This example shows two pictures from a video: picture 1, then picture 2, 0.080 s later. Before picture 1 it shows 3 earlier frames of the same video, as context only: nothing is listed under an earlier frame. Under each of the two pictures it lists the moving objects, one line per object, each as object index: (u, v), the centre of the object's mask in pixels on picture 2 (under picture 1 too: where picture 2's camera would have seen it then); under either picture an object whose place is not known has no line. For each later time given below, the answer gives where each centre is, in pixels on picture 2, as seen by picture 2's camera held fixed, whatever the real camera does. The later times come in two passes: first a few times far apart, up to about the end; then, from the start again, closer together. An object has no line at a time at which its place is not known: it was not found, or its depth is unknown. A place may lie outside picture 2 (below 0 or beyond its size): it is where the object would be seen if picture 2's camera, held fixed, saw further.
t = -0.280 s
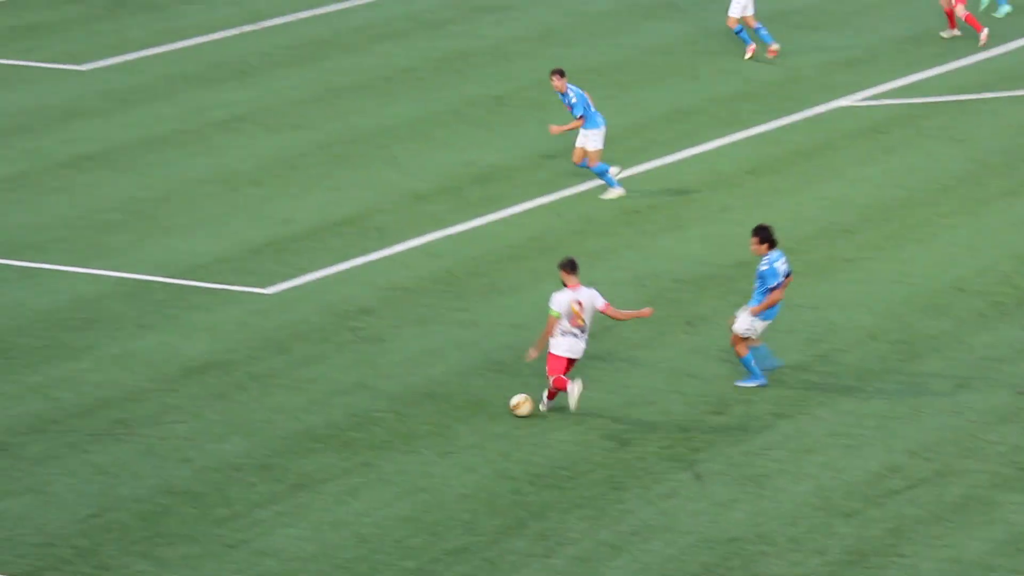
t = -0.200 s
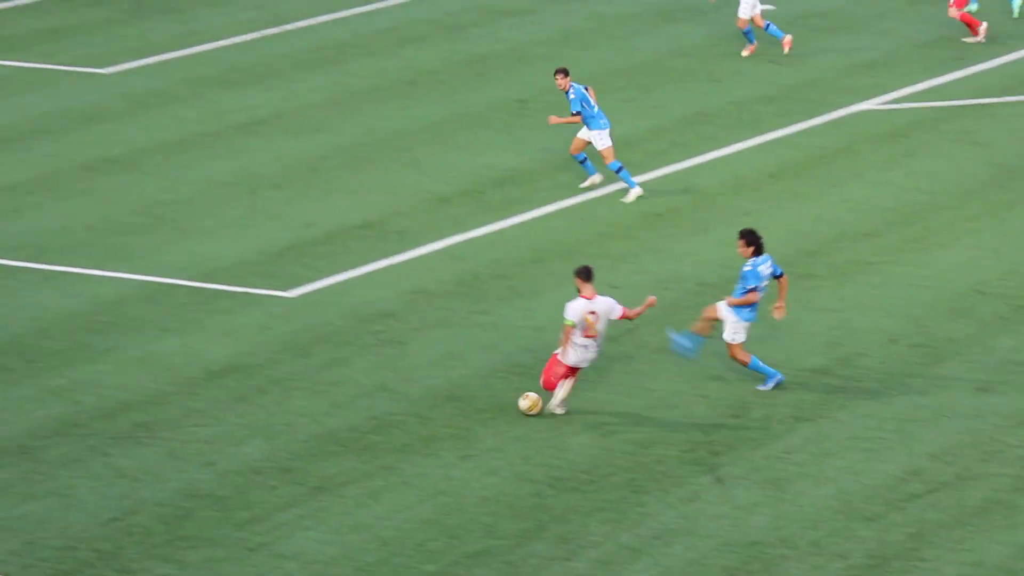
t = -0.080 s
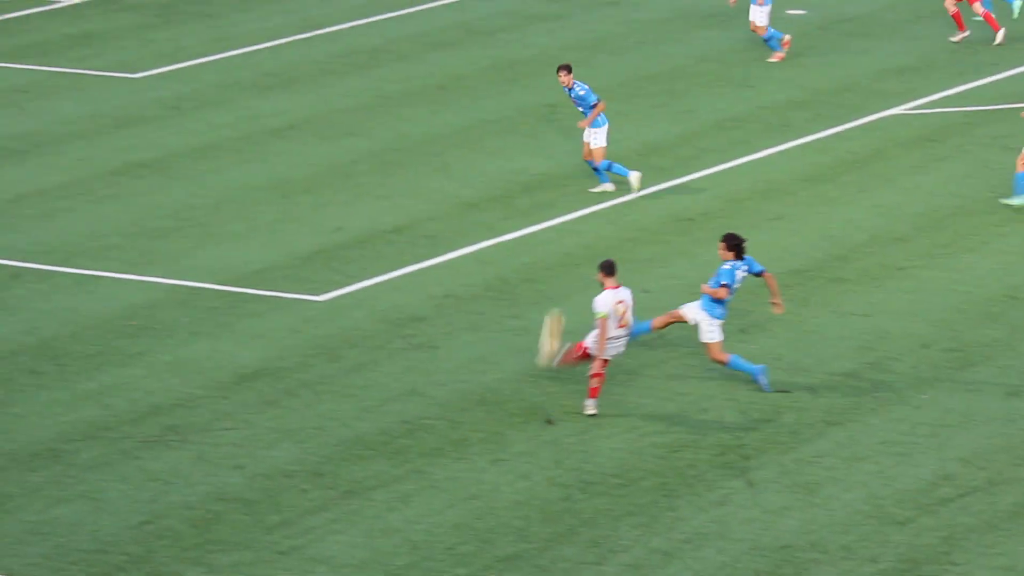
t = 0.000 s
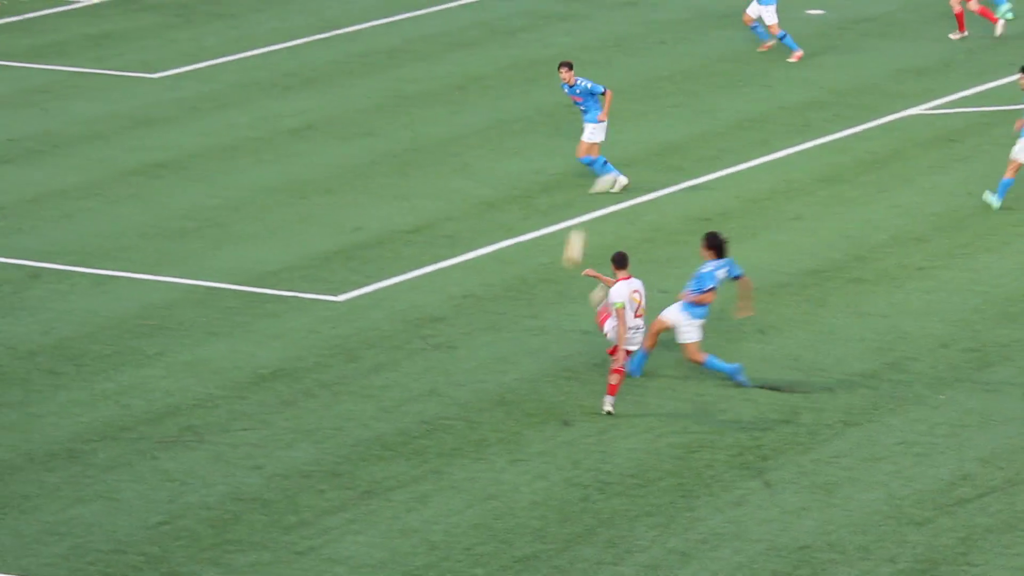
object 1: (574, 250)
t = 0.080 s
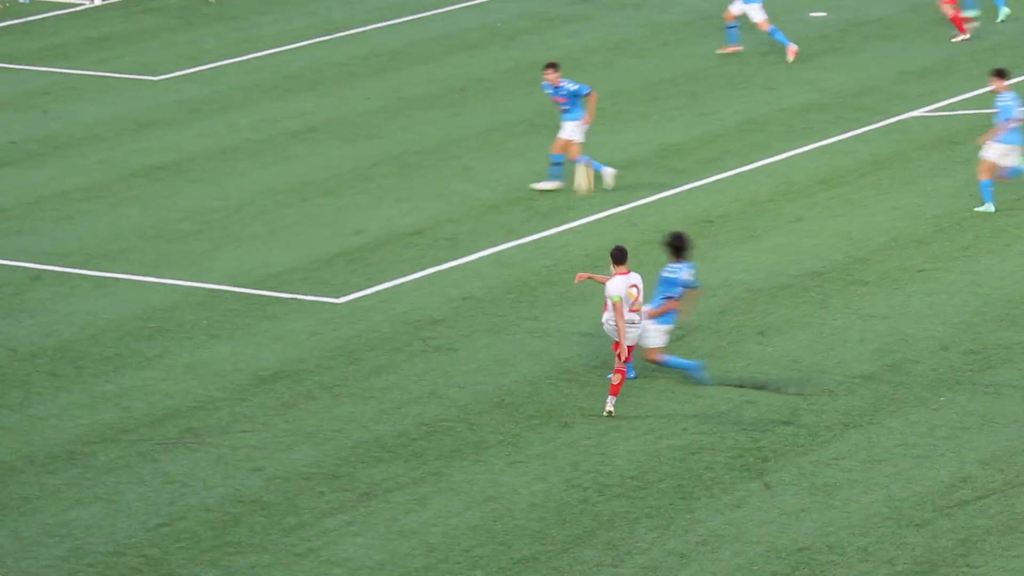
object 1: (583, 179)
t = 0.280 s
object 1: (618, 39)
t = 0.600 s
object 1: (696, -75)
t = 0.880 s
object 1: (777, -93)
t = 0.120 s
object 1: (589, 144)
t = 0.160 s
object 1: (596, 114)
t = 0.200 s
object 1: (603, 86)
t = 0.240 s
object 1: (610, 62)
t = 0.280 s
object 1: (618, 39)
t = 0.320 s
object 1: (627, 19)
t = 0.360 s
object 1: (635, 1)
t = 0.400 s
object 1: (642, -10)
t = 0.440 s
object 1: (655, -30)
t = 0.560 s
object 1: (684, -67)
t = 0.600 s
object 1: (696, -75)
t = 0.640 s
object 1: (707, -82)
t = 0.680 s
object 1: (718, -87)
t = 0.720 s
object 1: (730, -90)
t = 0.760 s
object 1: (742, -92)
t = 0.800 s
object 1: (753, -93)
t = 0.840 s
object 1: (765, -94)
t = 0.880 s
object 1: (777, -93)
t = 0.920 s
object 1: (788, -90)
